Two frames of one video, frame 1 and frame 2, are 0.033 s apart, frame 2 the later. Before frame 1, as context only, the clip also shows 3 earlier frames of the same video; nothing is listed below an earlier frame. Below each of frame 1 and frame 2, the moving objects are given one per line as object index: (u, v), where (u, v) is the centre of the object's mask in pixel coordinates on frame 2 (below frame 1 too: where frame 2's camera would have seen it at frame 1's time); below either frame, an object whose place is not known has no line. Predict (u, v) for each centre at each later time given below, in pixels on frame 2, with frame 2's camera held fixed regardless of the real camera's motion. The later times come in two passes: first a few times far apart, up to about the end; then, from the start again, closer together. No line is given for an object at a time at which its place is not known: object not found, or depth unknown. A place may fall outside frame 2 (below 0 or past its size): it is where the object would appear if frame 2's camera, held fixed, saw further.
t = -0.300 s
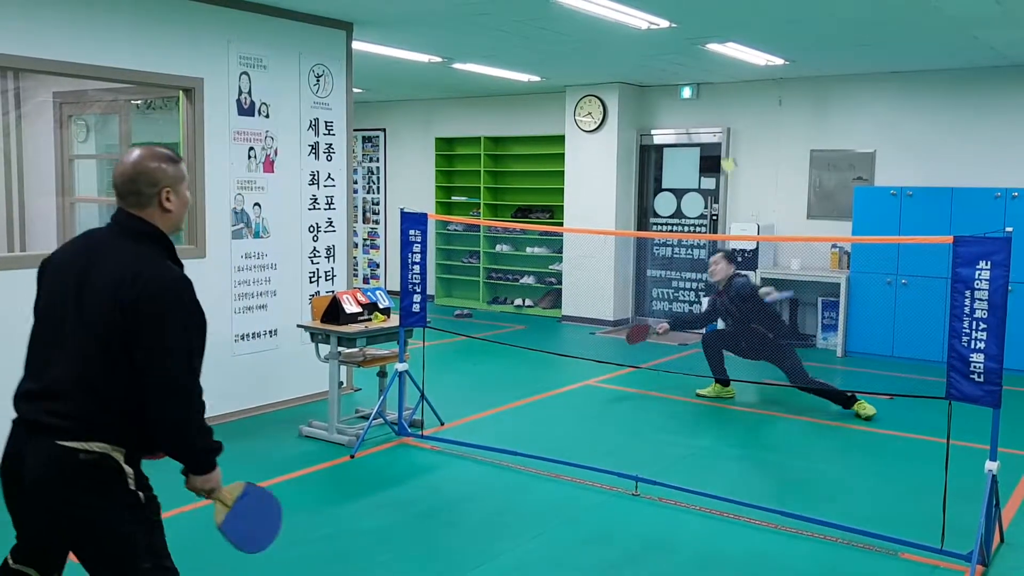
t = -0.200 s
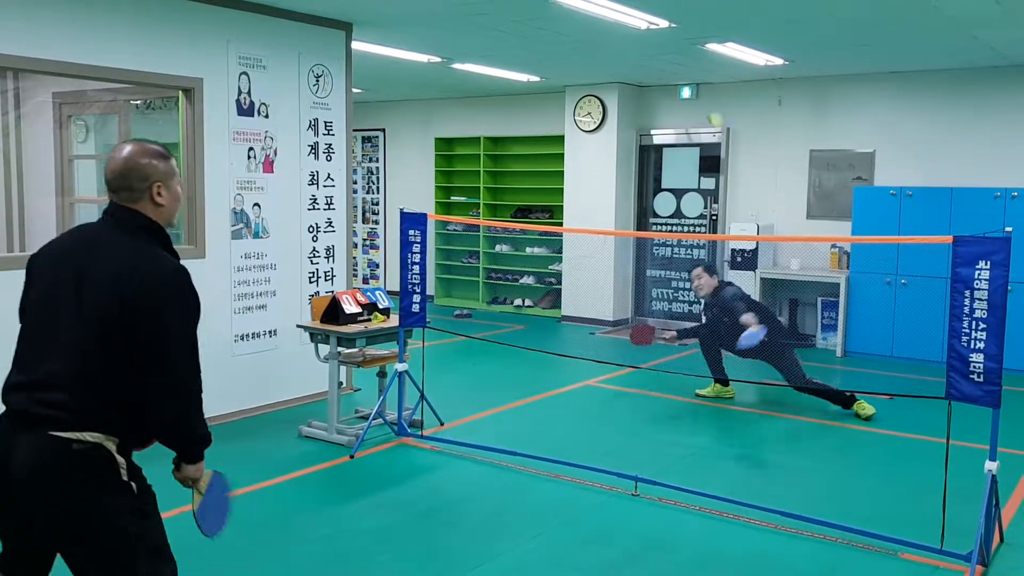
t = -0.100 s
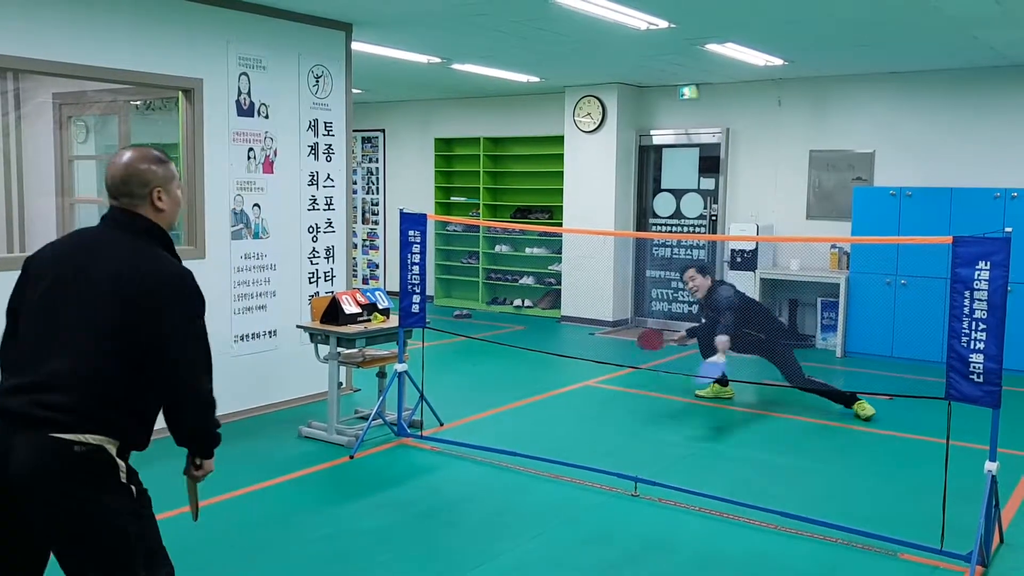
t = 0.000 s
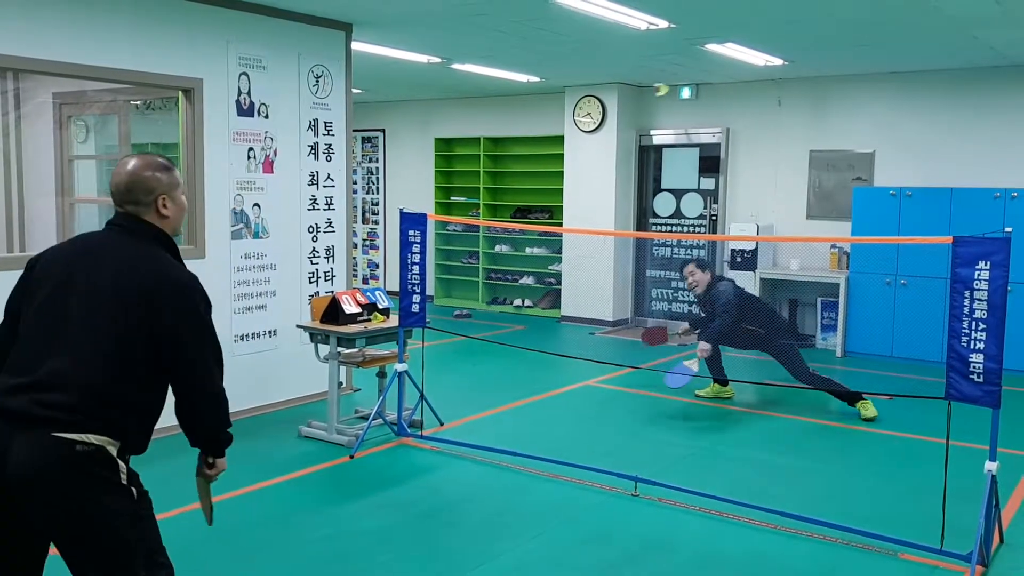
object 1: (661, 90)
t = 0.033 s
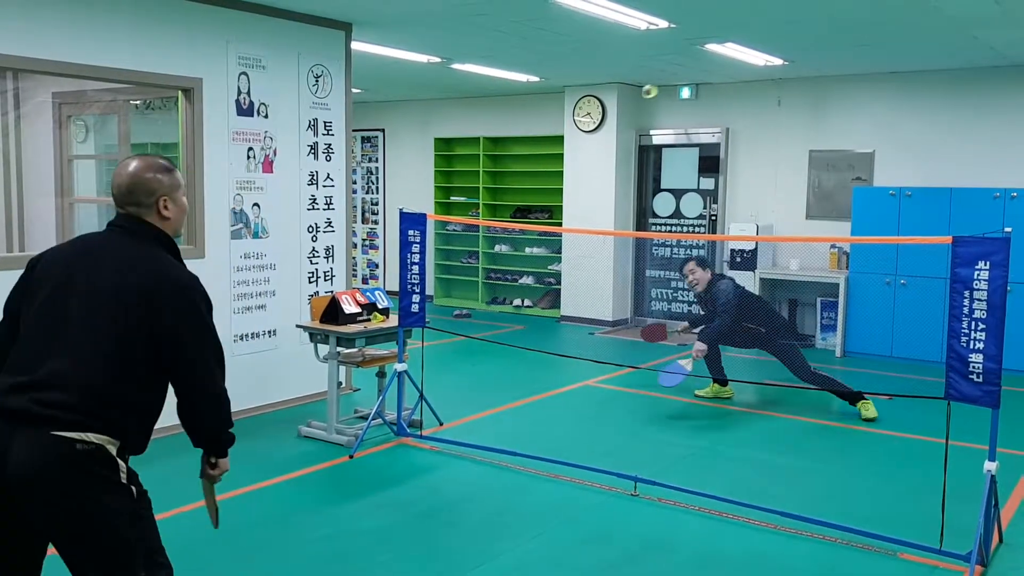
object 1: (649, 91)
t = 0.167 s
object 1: (615, 121)
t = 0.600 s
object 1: (488, 497)
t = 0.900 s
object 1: (460, 469)
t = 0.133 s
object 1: (624, 109)
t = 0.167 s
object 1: (615, 121)
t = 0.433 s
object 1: (536, 302)
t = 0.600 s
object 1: (488, 497)
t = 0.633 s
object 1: (479, 533)
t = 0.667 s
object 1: (472, 520)
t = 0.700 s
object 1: (474, 508)
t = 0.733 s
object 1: (478, 491)
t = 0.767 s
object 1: (476, 474)
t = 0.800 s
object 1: (472, 465)
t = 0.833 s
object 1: (468, 461)
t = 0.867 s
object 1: (463, 462)
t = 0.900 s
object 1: (460, 469)
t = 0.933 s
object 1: (460, 475)
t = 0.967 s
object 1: (459, 482)
